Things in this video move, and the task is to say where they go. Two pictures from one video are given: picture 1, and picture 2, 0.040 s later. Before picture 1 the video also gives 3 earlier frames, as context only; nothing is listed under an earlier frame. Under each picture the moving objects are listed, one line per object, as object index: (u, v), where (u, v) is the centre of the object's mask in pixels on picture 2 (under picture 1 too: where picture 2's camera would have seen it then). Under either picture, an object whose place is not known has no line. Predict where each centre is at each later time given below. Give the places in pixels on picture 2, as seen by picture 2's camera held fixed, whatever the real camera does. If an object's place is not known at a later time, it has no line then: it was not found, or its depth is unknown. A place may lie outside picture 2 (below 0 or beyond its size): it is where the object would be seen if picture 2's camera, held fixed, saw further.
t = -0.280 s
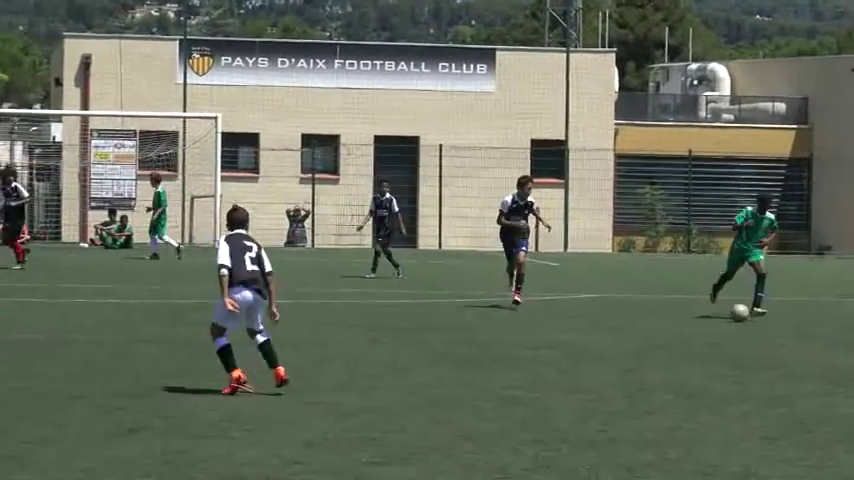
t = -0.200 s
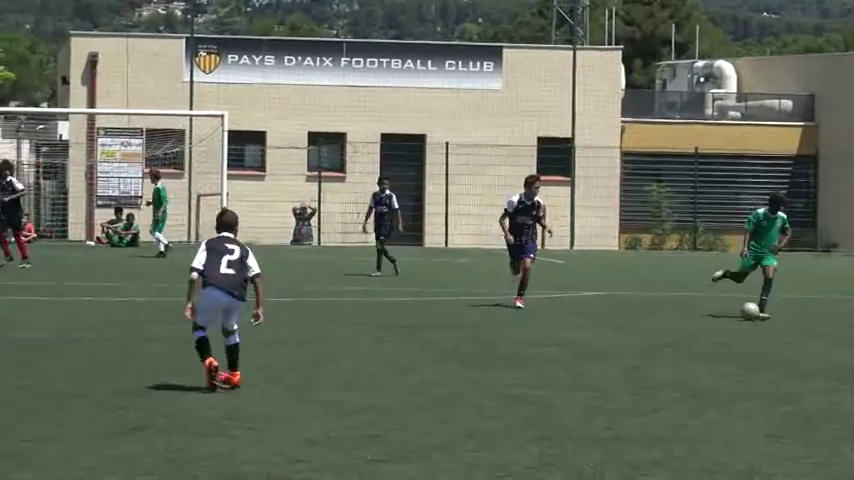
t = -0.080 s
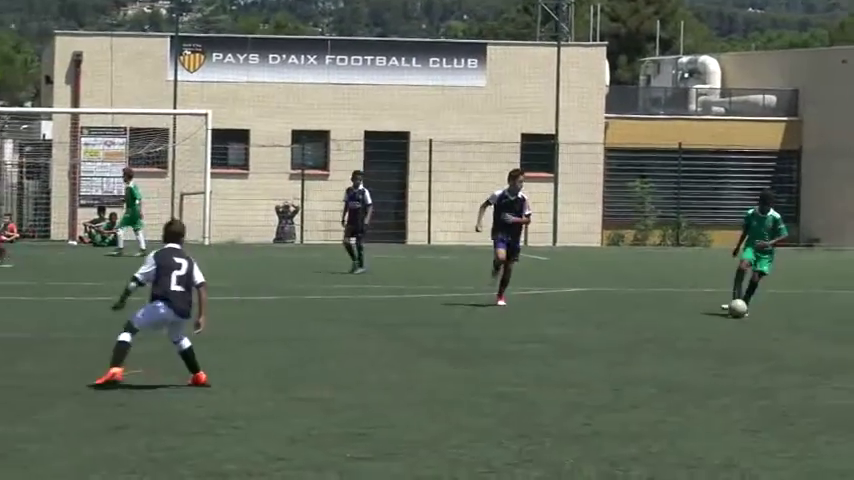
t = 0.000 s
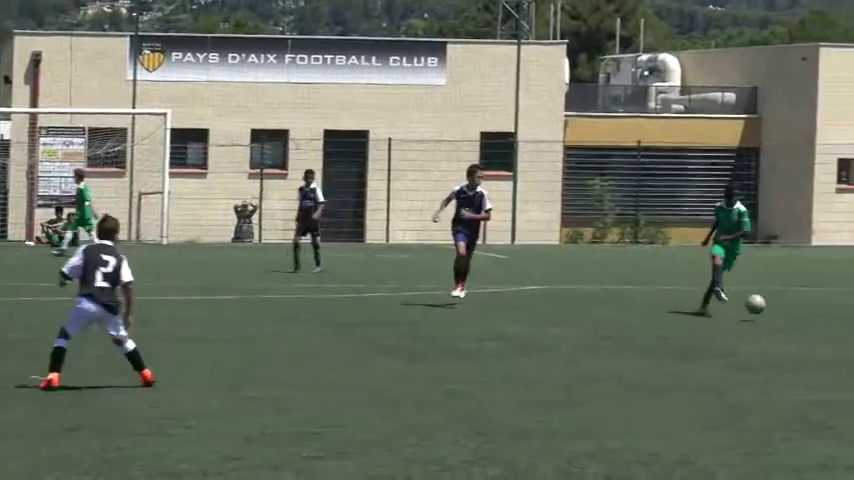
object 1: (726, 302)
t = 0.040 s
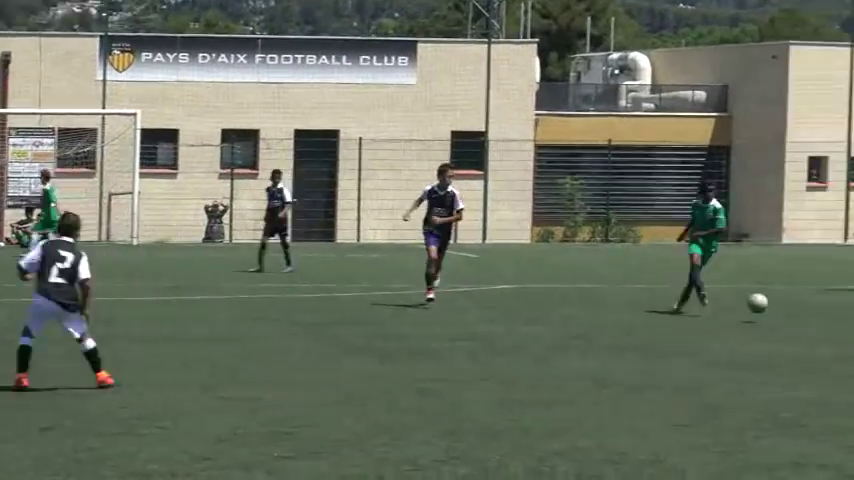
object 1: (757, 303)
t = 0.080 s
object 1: (791, 305)
